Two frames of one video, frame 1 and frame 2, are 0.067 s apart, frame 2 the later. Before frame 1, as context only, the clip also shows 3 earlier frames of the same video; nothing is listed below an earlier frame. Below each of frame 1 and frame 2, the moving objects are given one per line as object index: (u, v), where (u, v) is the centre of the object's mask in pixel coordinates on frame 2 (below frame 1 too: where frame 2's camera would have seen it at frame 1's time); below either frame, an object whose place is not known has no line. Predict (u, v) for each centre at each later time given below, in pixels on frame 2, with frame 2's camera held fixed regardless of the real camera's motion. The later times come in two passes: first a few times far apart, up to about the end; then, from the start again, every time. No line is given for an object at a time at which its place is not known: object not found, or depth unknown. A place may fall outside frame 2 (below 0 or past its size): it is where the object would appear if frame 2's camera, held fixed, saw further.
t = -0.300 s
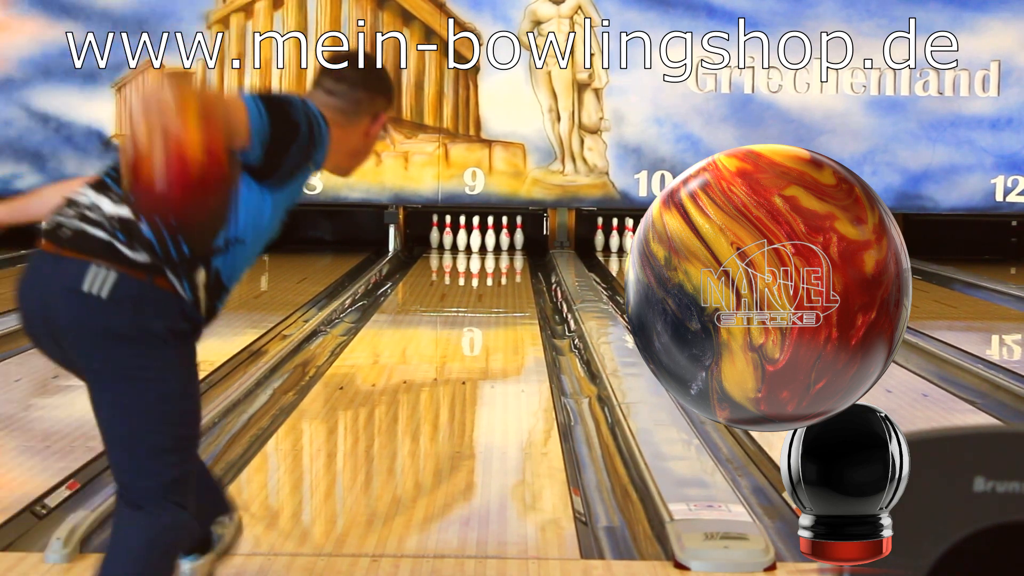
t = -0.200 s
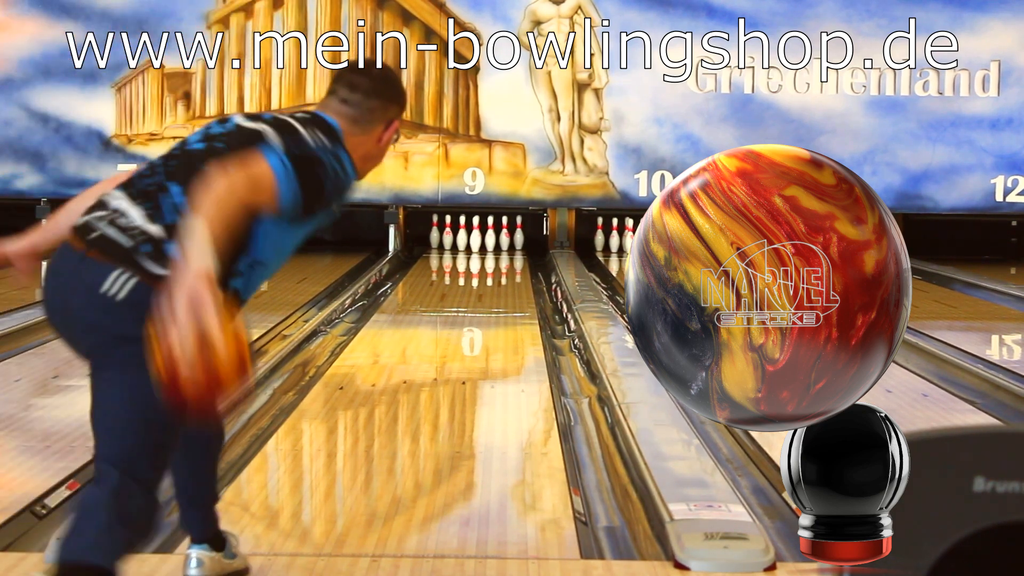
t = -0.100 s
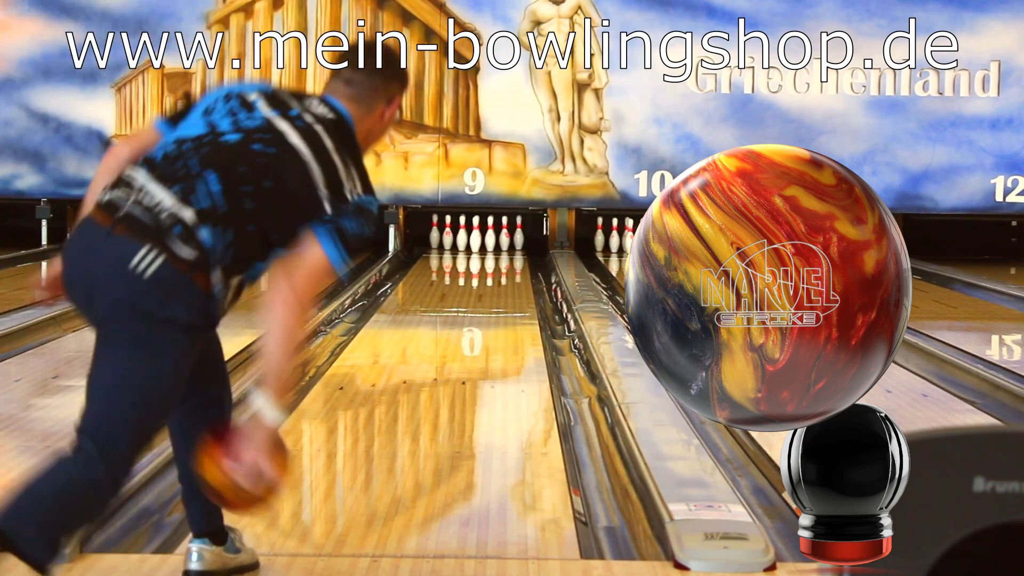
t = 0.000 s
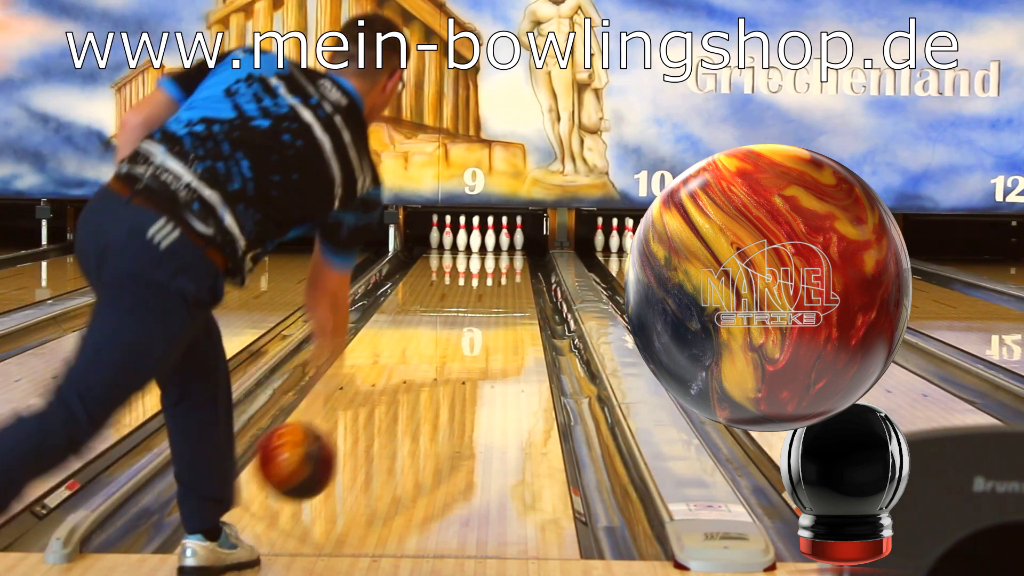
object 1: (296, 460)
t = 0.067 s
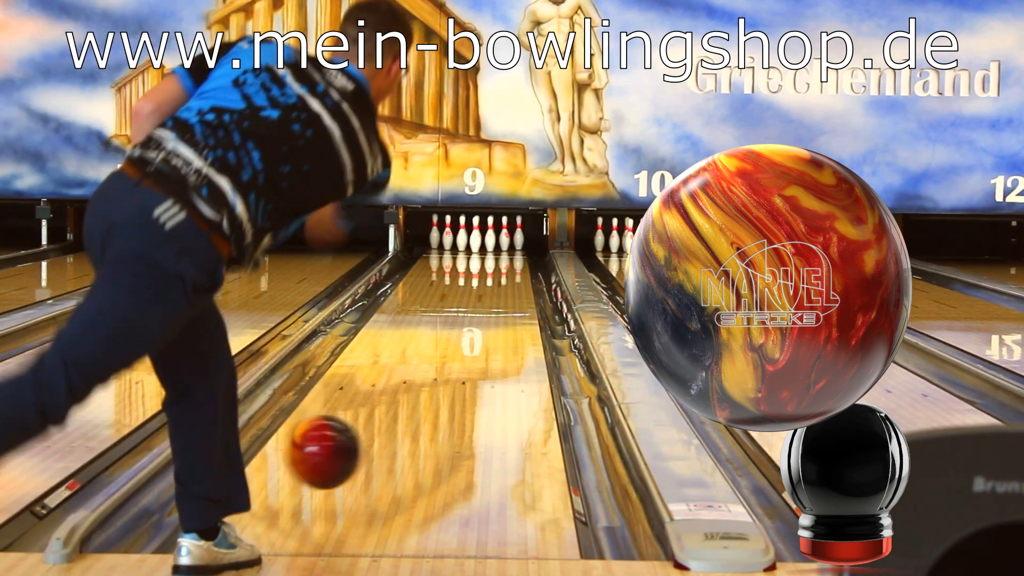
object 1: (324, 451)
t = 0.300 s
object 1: (395, 408)
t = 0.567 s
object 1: (444, 359)
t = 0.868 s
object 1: (478, 322)
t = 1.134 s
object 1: (498, 299)
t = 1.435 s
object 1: (512, 280)
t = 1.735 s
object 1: (518, 266)
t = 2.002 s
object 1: (513, 256)
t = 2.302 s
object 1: (495, 247)
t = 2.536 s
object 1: (490, 243)
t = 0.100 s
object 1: (337, 453)
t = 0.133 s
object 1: (348, 454)
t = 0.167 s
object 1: (359, 442)
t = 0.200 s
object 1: (369, 434)
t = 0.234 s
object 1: (378, 425)
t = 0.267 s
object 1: (387, 417)
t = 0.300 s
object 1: (395, 408)
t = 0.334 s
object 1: (402, 402)
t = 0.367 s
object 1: (409, 395)
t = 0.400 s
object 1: (416, 388)
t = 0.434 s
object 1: (423, 382)
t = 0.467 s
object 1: (428, 375)
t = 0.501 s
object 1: (434, 370)
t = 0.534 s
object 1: (439, 364)
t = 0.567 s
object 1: (444, 359)
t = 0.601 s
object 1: (449, 354)
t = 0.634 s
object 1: (453, 349)
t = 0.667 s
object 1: (457, 344)
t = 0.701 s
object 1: (461, 341)
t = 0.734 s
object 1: (466, 336)
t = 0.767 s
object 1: (469, 333)
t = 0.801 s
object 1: (472, 329)
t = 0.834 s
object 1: (476, 325)
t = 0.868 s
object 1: (478, 322)
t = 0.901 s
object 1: (481, 319)
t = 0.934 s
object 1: (484, 315)
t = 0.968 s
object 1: (487, 312)
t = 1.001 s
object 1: (489, 310)
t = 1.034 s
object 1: (492, 307)
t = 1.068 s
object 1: (494, 304)
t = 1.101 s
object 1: (496, 301)
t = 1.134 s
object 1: (498, 299)
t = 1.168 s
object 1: (500, 297)
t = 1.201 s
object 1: (502, 295)
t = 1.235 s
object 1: (504, 293)
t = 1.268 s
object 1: (506, 290)
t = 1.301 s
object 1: (507, 288)
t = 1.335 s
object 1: (508, 286)
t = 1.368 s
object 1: (510, 284)
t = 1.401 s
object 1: (511, 282)
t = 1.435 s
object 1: (512, 280)
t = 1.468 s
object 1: (513, 278)
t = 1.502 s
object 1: (514, 277)
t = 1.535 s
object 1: (515, 275)
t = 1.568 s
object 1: (516, 274)
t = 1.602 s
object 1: (517, 272)
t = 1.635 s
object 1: (518, 270)
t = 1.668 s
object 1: (518, 269)
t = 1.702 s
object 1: (518, 267)
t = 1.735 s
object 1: (518, 266)
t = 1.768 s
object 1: (518, 264)
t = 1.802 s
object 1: (518, 263)
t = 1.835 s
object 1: (517, 262)
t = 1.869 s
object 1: (517, 261)
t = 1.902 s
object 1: (516, 259)
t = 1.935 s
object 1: (515, 258)
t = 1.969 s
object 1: (514, 257)
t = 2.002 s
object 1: (513, 256)
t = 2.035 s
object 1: (512, 254)
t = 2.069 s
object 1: (510, 253)
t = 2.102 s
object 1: (508, 253)
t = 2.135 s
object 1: (505, 252)
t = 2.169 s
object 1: (504, 250)
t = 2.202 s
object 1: (502, 249)
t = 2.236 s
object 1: (499, 248)
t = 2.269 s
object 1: (497, 248)
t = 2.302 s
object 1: (495, 247)
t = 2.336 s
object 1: (493, 246)
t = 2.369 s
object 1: (492, 245)
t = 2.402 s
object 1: (491, 244)
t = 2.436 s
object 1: (487, 244)
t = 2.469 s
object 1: (488, 243)
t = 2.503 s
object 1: (489, 242)
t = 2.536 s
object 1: (490, 243)
